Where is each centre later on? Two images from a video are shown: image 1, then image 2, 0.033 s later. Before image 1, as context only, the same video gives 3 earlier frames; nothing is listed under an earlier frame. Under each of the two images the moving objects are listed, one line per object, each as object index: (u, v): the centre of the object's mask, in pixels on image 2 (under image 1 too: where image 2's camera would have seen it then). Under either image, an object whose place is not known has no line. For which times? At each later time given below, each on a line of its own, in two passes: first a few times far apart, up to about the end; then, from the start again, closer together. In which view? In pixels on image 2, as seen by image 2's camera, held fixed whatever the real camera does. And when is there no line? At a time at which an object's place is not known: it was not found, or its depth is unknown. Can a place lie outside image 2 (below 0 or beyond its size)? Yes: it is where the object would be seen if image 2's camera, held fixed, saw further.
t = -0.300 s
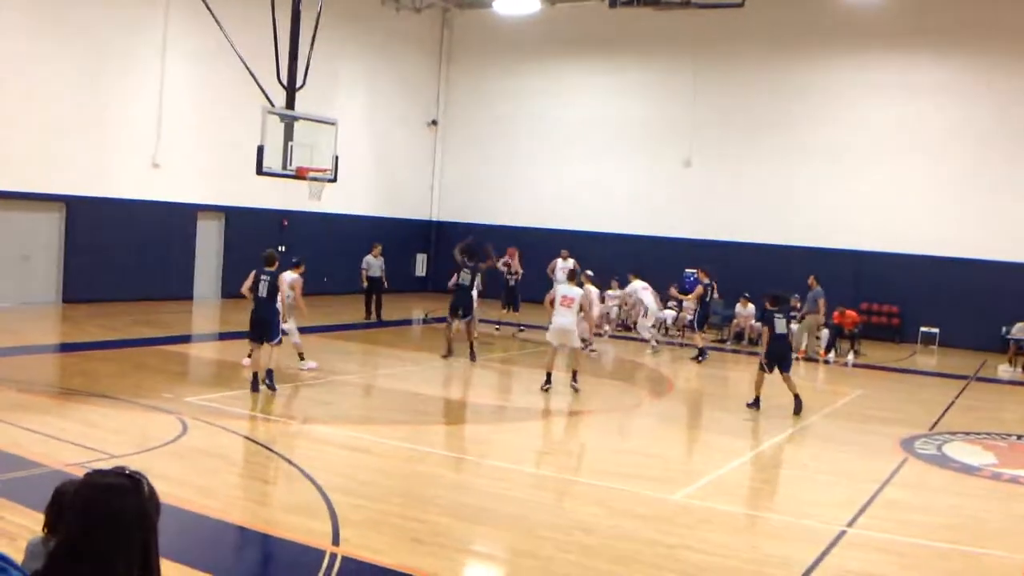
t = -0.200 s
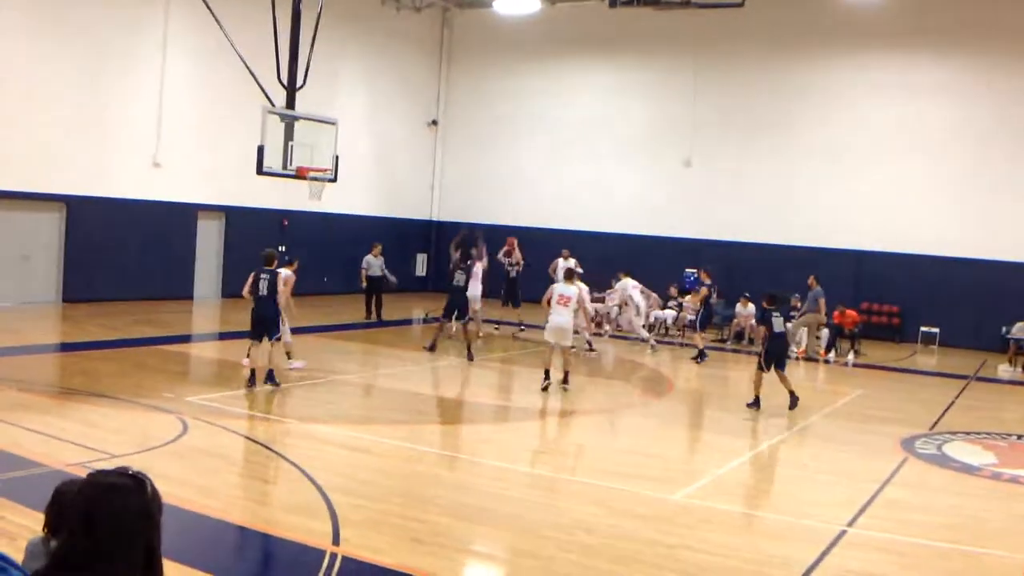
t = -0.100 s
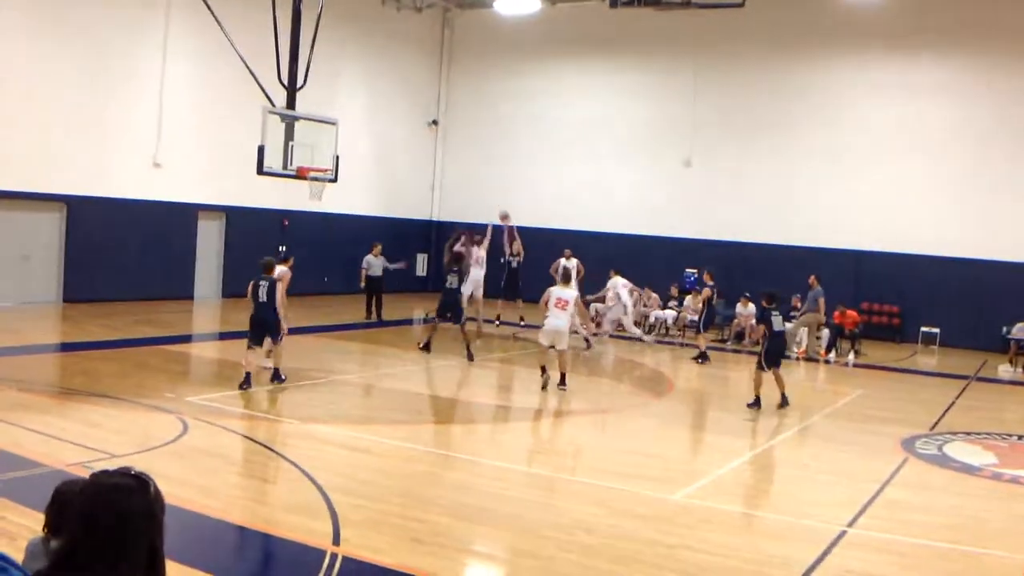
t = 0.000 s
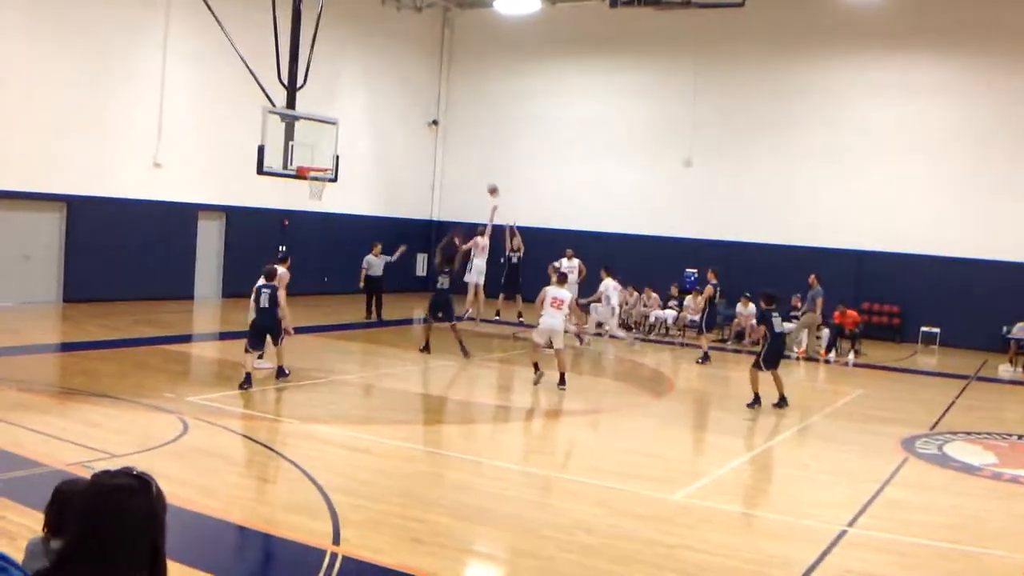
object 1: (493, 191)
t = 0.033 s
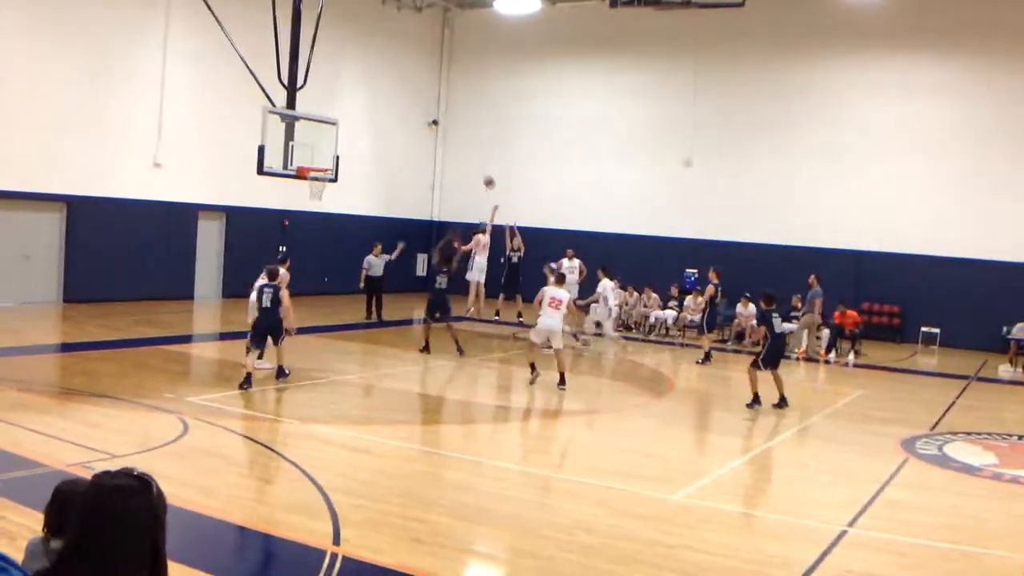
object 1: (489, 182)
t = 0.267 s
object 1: (459, 136)
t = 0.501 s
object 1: (422, 113)
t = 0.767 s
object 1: (376, 119)
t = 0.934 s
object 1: (343, 145)
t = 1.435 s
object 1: (299, 198)
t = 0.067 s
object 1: (484, 174)
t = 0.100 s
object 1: (481, 167)
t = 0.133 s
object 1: (476, 160)
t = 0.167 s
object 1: (472, 153)
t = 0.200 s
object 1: (468, 147)
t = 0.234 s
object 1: (463, 142)
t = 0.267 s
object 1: (459, 136)
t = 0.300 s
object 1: (454, 131)
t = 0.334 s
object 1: (449, 127)
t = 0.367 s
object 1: (444, 123)
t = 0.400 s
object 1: (438, 121)
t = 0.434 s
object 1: (434, 118)
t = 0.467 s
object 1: (429, 116)
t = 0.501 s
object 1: (422, 113)
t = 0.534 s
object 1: (418, 112)
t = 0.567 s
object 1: (412, 111)
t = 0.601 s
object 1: (406, 111)
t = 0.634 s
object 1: (400, 111)
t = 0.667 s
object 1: (394, 113)
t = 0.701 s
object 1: (388, 115)
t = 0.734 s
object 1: (382, 117)
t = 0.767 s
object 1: (376, 119)
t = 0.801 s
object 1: (370, 123)
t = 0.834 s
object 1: (363, 128)
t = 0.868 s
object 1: (356, 133)
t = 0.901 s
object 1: (350, 139)
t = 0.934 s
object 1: (343, 145)
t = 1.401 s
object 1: (300, 193)
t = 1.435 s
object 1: (299, 198)
